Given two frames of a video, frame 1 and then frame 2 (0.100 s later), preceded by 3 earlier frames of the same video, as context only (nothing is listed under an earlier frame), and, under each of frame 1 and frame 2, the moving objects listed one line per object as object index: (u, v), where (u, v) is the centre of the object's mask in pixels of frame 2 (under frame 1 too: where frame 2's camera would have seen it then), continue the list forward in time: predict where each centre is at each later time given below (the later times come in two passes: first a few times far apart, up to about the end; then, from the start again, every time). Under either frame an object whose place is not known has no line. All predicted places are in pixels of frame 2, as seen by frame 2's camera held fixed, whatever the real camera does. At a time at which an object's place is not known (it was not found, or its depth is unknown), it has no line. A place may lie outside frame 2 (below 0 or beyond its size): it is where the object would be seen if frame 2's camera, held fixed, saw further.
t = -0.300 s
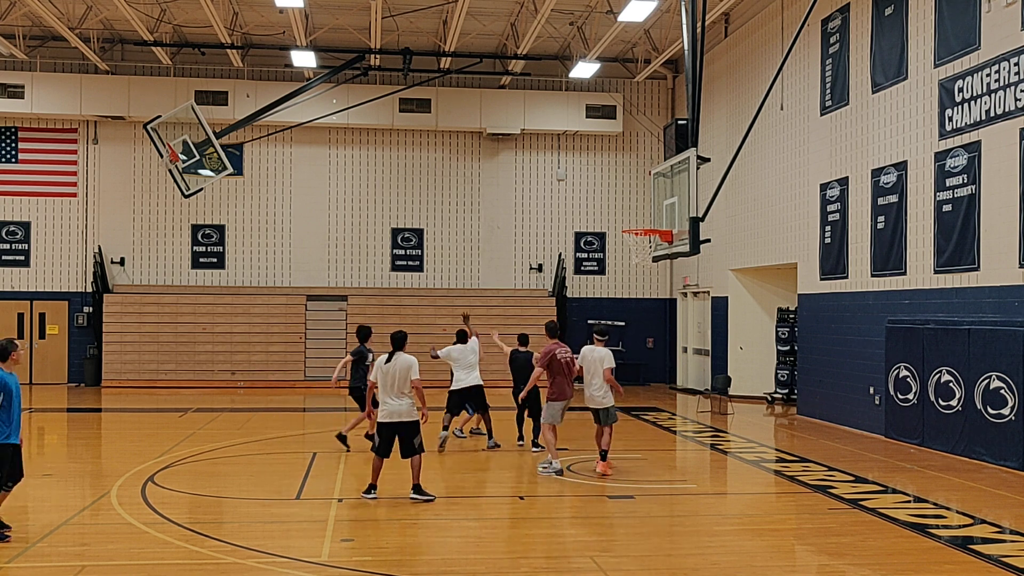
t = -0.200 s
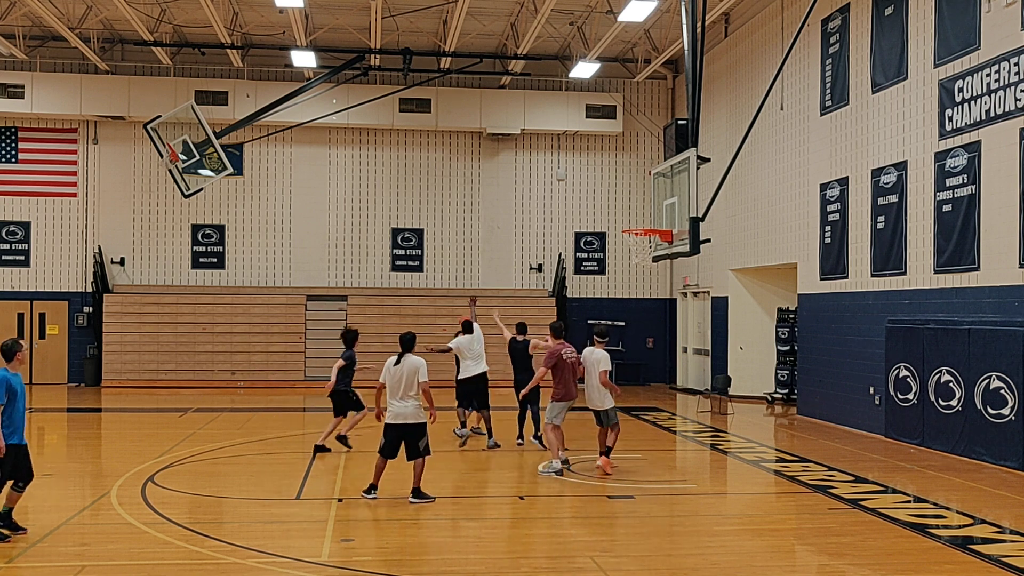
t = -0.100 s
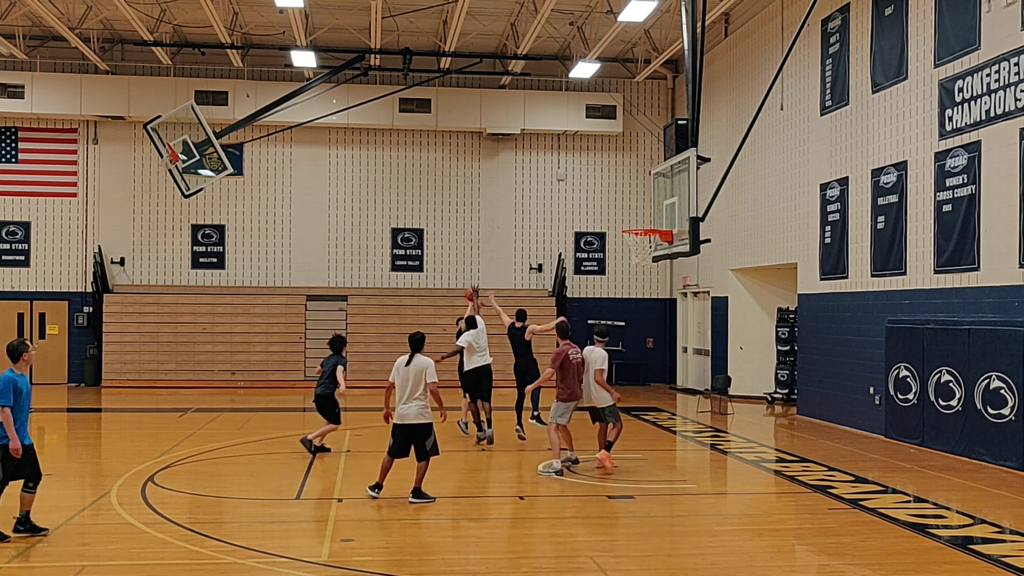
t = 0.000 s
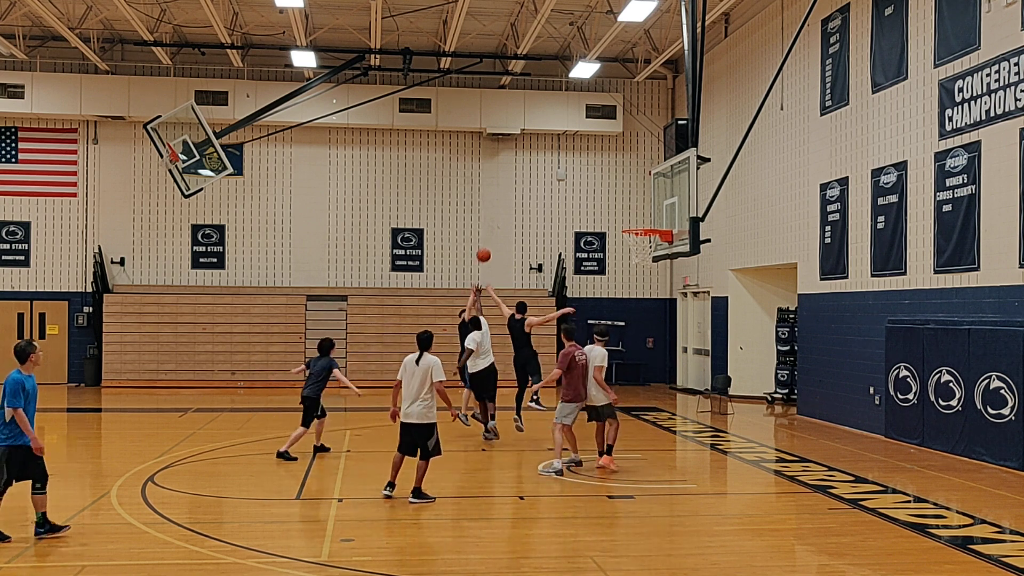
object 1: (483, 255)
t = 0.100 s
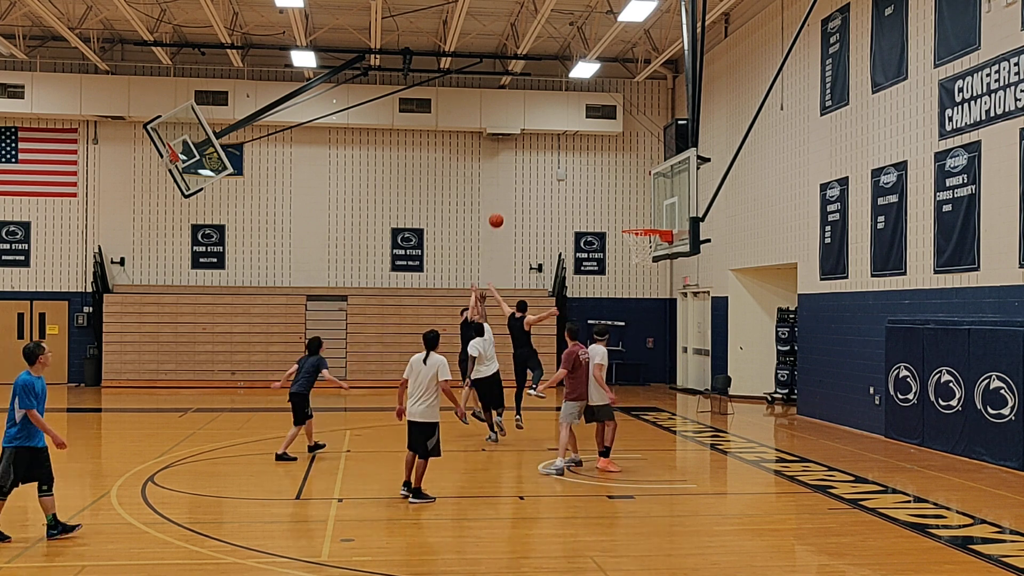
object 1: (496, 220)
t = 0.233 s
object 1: (513, 183)
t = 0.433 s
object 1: (540, 144)
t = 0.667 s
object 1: (572, 132)
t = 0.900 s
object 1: (607, 156)
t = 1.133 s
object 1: (644, 222)
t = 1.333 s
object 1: (631, 248)
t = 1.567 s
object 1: (636, 249)
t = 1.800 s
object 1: (648, 261)
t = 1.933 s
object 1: (647, 276)
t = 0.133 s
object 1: (500, 210)
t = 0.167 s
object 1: (504, 200)
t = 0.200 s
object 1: (509, 191)
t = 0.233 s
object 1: (513, 183)
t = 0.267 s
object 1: (518, 175)
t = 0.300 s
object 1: (522, 168)
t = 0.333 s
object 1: (526, 161)
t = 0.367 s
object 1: (531, 154)
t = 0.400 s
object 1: (535, 149)
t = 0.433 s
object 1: (540, 144)
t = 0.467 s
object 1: (544, 140)
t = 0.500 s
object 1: (549, 137)
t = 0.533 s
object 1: (554, 135)
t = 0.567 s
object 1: (558, 133)
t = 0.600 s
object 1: (563, 132)
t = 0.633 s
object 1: (567, 131)
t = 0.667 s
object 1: (572, 132)
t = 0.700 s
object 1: (577, 133)
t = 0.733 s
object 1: (582, 135)
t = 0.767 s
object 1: (587, 138)
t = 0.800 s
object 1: (592, 141)
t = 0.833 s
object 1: (596, 145)
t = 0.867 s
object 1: (601, 150)
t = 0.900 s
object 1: (607, 156)
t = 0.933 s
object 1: (612, 163)
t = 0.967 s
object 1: (617, 171)
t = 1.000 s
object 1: (622, 180)
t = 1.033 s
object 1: (627, 189)
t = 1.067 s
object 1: (633, 200)
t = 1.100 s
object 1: (639, 212)
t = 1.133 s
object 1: (644, 222)
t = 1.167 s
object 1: (645, 229)
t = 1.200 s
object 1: (645, 235)
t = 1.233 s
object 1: (642, 239)
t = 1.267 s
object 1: (638, 241)
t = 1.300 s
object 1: (634, 245)
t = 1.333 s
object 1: (631, 248)
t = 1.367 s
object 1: (630, 248)
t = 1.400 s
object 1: (629, 248)
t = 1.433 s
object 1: (629, 248)
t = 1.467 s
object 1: (630, 248)
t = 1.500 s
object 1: (632, 248)
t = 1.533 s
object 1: (634, 249)
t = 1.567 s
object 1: (636, 249)
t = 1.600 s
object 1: (639, 251)
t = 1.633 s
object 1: (642, 253)
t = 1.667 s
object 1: (644, 255)
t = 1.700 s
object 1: (646, 257)
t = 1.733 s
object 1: (648, 258)
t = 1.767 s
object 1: (649, 260)
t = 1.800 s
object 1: (648, 261)
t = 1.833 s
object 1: (648, 266)
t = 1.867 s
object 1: (648, 267)
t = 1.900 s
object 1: (647, 271)
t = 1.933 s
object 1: (647, 276)
